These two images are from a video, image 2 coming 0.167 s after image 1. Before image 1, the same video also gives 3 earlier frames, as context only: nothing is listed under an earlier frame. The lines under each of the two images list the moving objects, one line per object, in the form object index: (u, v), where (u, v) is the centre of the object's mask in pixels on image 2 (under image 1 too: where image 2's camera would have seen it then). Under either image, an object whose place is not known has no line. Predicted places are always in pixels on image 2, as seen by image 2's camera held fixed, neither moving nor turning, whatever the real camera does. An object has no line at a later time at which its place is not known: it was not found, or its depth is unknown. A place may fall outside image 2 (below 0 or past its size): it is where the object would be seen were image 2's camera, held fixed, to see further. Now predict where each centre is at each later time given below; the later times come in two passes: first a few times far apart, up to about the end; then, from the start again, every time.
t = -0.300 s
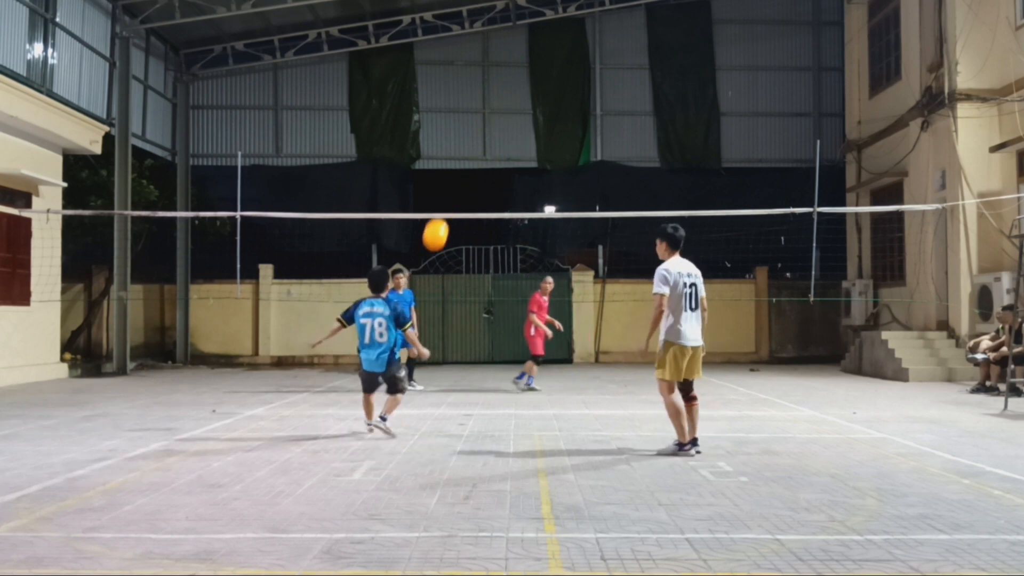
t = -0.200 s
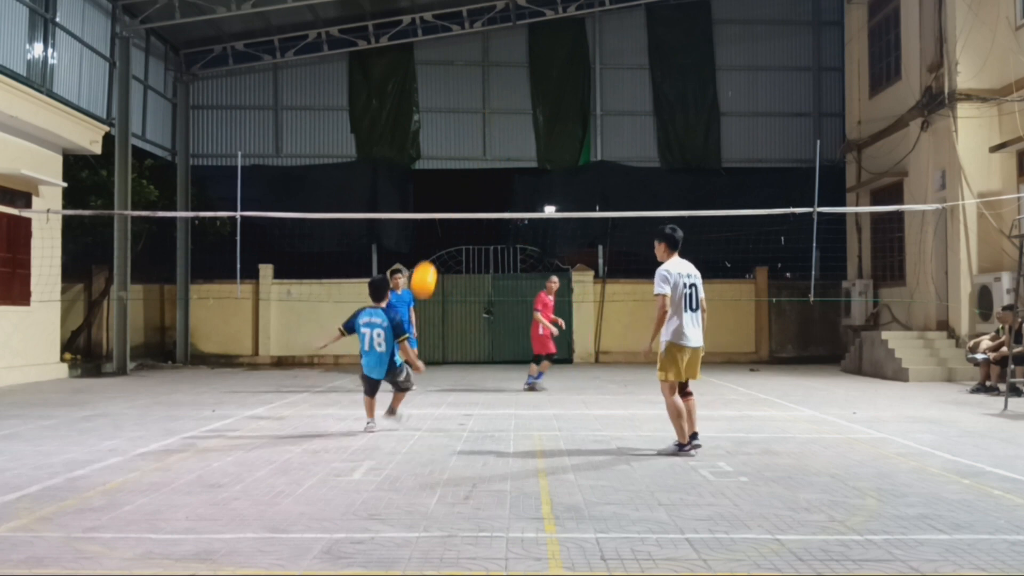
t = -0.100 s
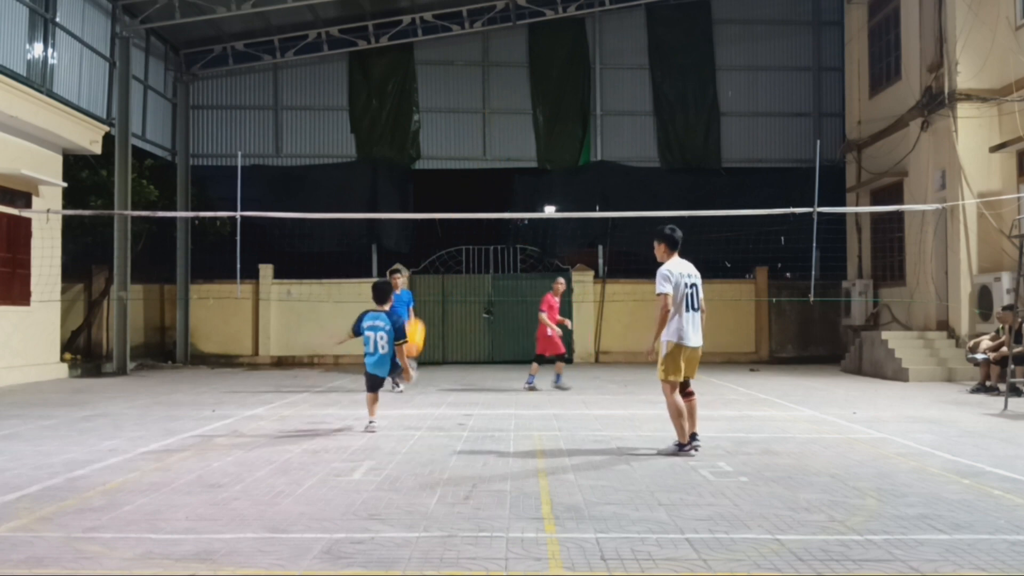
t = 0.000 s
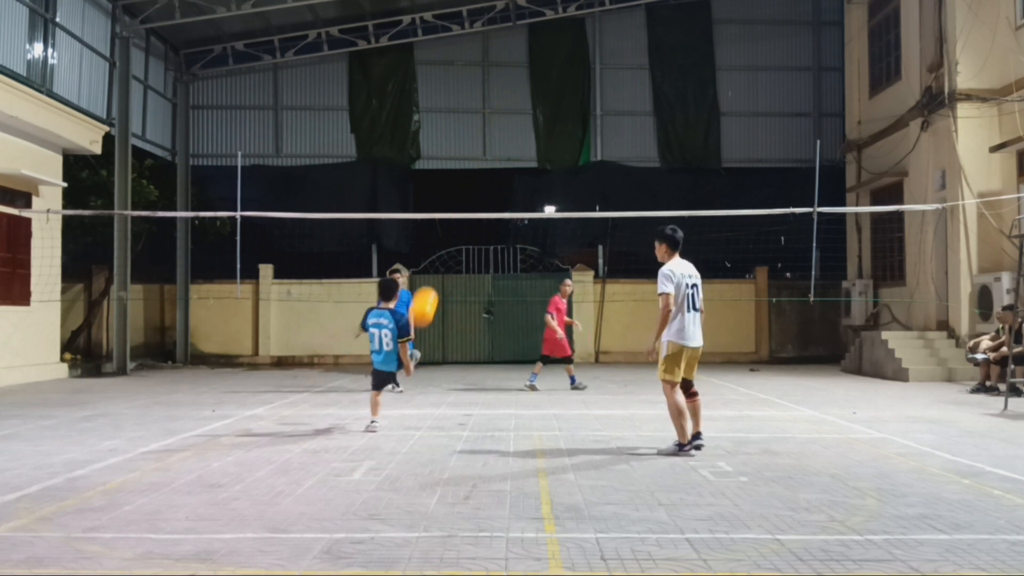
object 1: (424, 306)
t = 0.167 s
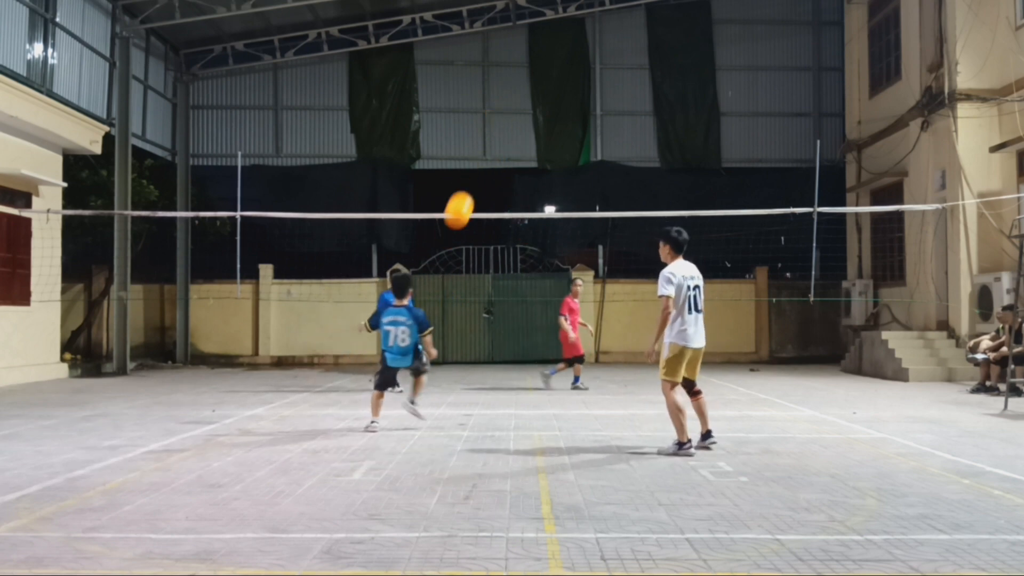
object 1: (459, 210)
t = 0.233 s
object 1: (473, 178)
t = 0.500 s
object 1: (532, 99)
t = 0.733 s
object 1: (585, 92)
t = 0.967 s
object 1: (637, 142)
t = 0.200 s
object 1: (466, 193)
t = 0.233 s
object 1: (473, 178)
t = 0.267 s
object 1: (480, 165)
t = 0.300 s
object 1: (488, 152)
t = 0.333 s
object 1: (495, 140)
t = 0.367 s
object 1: (503, 130)
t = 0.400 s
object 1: (510, 121)
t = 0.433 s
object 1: (518, 112)
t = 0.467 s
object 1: (525, 105)
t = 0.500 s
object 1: (532, 99)
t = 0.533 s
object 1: (540, 95)
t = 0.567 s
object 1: (547, 91)
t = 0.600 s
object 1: (554, 89)
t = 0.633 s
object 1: (562, 88)
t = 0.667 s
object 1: (570, 88)
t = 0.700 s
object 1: (577, 89)
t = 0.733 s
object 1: (585, 92)
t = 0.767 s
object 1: (592, 95)
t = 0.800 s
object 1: (599, 100)
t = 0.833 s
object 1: (607, 106)
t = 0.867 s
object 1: (614, 113)
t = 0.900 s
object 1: (622, 121)
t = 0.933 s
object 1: (630, 131)
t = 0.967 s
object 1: (637, 142)
